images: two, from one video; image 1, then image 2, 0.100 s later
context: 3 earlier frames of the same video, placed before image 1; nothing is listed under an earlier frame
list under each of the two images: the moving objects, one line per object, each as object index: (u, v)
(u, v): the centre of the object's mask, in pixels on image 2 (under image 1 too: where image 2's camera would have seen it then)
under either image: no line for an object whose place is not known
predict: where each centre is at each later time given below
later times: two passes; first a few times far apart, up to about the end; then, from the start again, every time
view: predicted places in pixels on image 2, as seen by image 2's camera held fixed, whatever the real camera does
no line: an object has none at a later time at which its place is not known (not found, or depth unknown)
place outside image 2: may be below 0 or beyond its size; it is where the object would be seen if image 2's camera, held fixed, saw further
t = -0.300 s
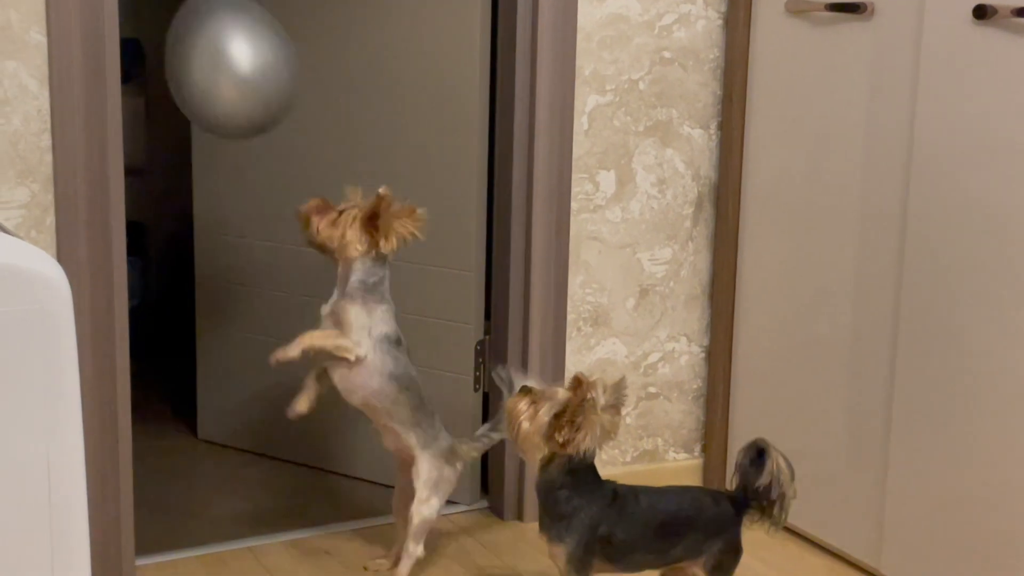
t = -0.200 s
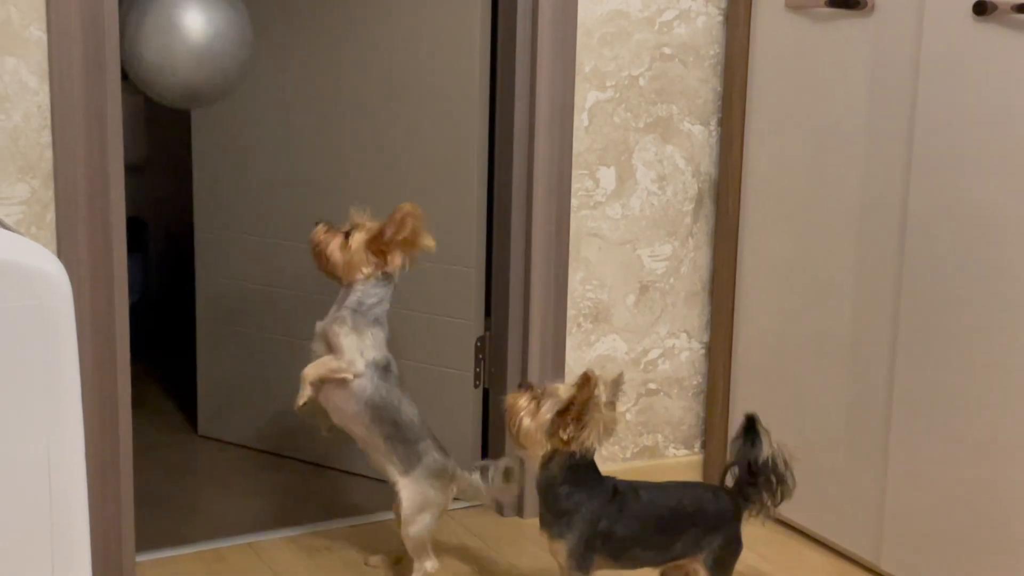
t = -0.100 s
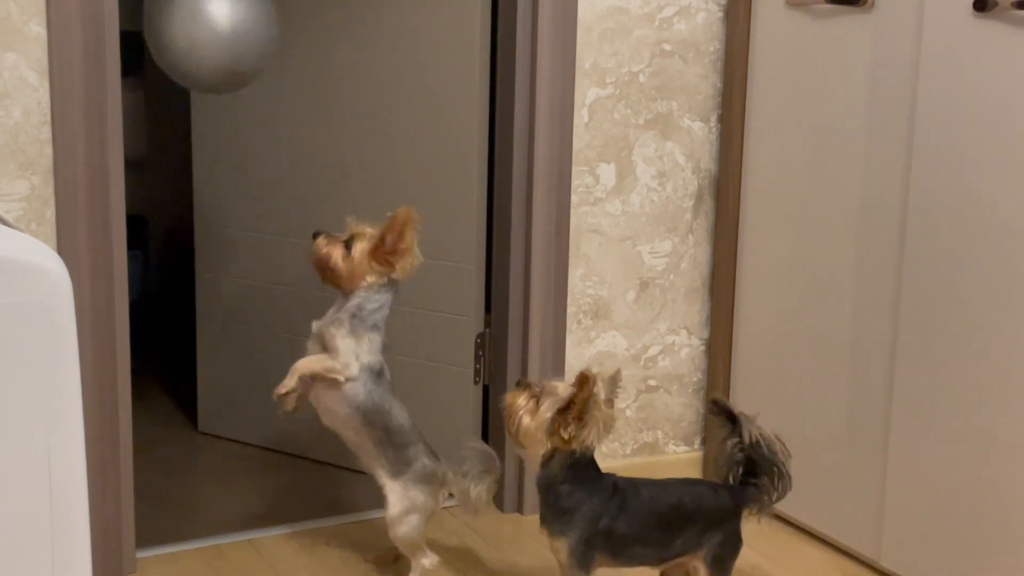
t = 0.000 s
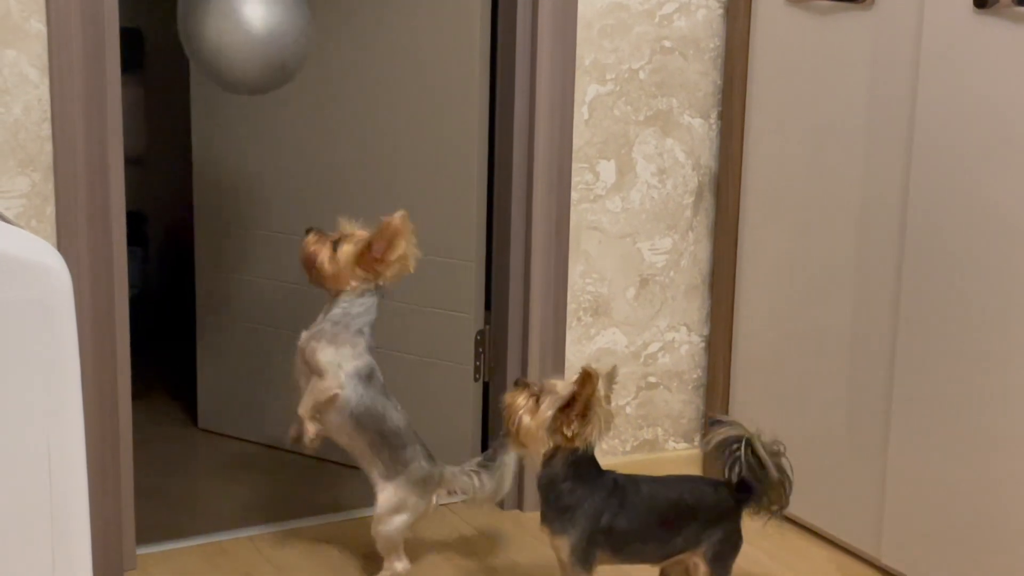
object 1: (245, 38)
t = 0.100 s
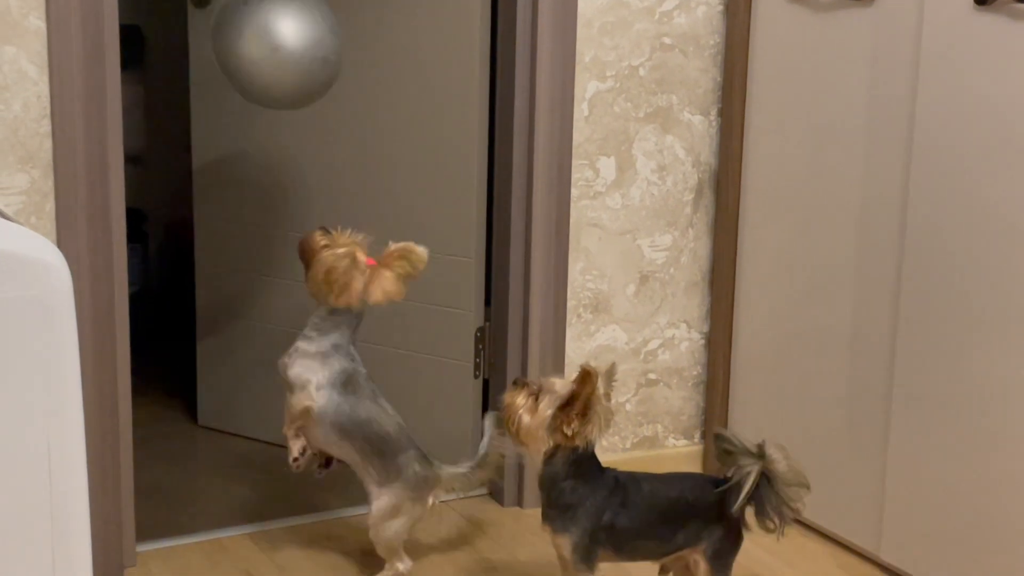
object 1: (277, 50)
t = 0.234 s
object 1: (316, 86)
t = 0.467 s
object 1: (369, 124)
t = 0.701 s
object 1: (412, 85)
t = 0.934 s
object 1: (444, 98)
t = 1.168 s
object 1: (441, 124)
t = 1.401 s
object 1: (407, 128)
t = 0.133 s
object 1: (288, 57)
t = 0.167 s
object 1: (298, 64)
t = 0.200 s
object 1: (308, 75)
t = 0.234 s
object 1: (316, 86)
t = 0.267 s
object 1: (324, 99)
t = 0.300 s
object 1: (333, 111)
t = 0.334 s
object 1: (342, 122)
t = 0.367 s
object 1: (349, 135)
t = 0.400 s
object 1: (356, 141)
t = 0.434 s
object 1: (363, 136)
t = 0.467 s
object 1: (369, 124)
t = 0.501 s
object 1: (376, 113)
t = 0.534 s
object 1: (382, 105)
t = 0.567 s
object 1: (389, 100)
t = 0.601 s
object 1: (395, 94)
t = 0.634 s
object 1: (402, 90)
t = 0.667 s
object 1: (407, 88)
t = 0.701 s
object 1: (412, 85)
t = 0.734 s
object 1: (417, 82)
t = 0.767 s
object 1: (422, 81)
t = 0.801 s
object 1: (427, 82)
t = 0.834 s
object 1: (432, 85)
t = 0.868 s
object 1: (436, 88)
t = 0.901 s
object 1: (441, 92)
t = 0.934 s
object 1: (444, 98)
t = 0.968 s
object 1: (449, 101)
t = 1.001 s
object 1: (453, 108)
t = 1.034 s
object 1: (455, 114)
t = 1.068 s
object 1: (452, 115)
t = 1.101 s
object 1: (449, 117)
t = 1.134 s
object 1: (444, 122)
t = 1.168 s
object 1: (441, 124)
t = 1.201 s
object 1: (437, 128)
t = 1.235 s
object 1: (433, 132)
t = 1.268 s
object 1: (428, 133)
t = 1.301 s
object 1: (424, 132)
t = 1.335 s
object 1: (418, 131)
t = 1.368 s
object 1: (413, 129)
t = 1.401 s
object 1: (407, 128)
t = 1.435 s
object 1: (402, 127)
